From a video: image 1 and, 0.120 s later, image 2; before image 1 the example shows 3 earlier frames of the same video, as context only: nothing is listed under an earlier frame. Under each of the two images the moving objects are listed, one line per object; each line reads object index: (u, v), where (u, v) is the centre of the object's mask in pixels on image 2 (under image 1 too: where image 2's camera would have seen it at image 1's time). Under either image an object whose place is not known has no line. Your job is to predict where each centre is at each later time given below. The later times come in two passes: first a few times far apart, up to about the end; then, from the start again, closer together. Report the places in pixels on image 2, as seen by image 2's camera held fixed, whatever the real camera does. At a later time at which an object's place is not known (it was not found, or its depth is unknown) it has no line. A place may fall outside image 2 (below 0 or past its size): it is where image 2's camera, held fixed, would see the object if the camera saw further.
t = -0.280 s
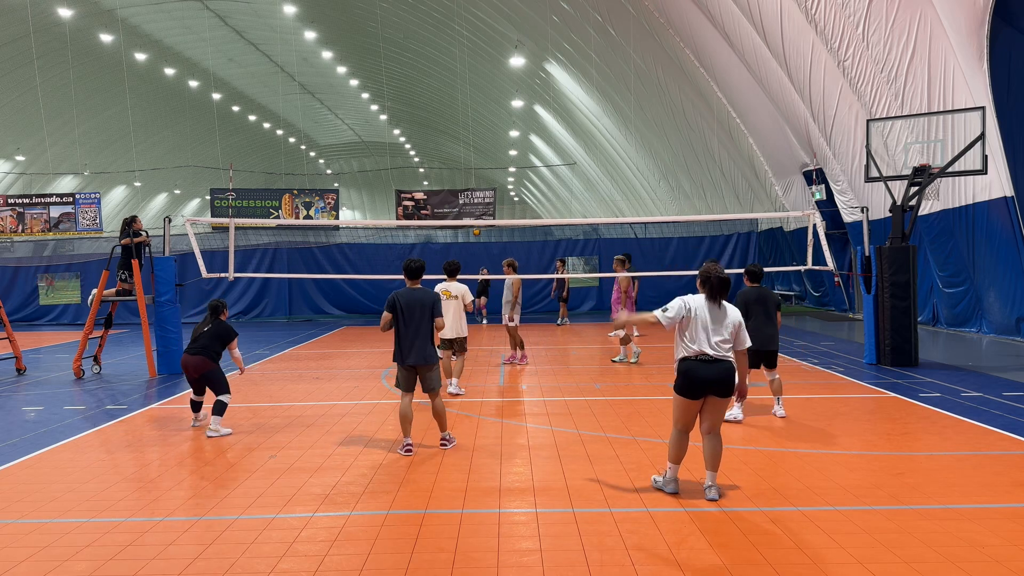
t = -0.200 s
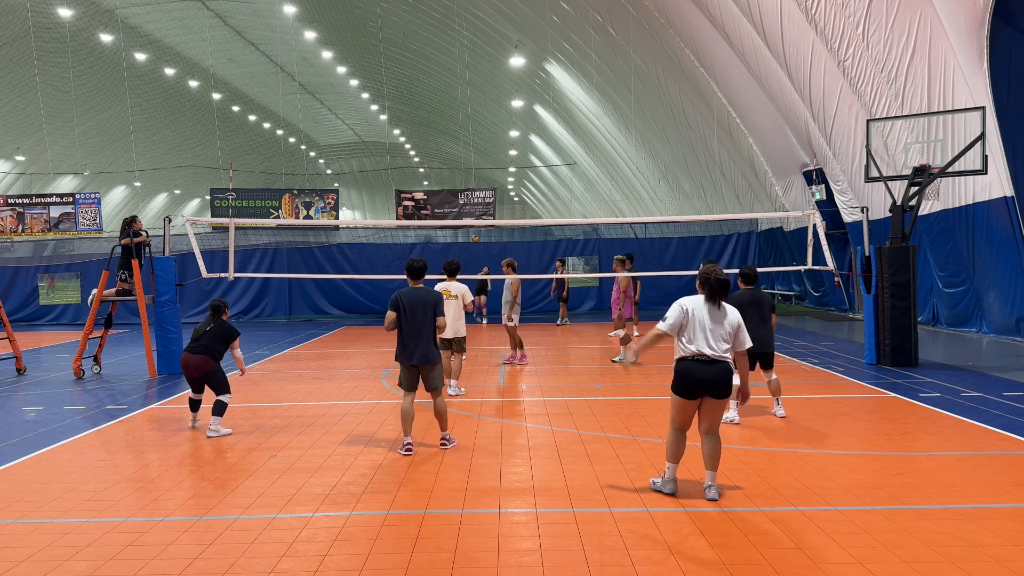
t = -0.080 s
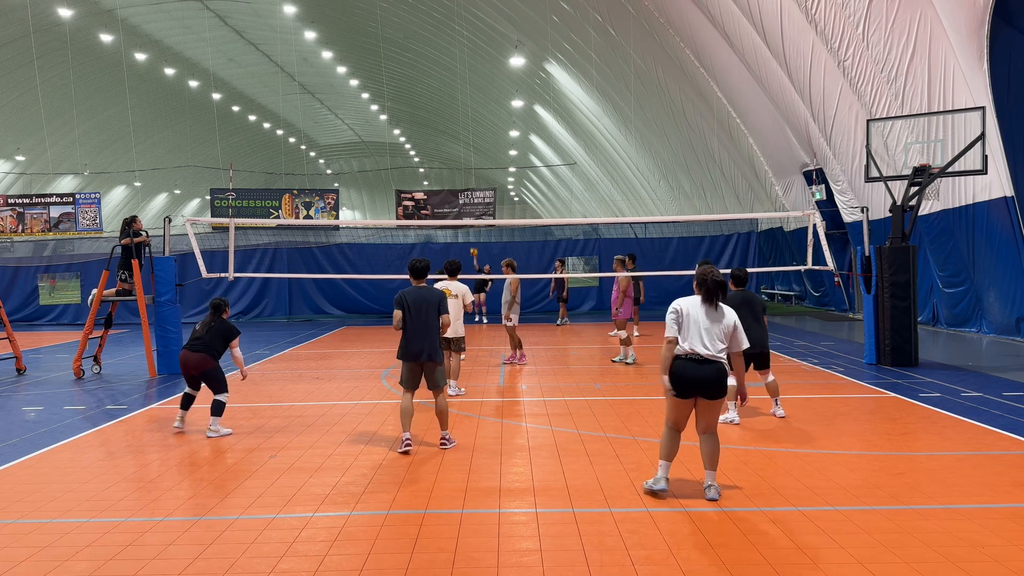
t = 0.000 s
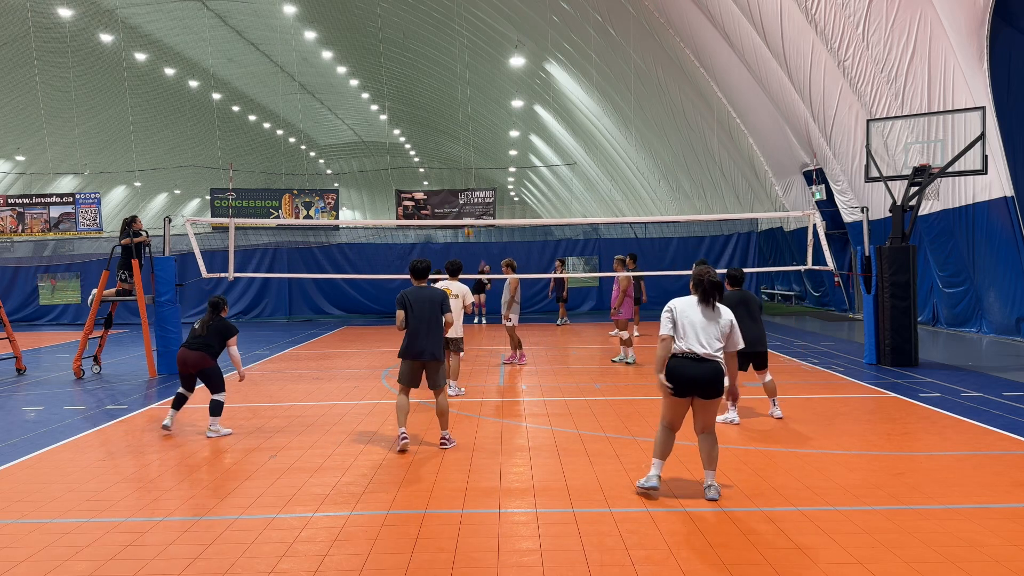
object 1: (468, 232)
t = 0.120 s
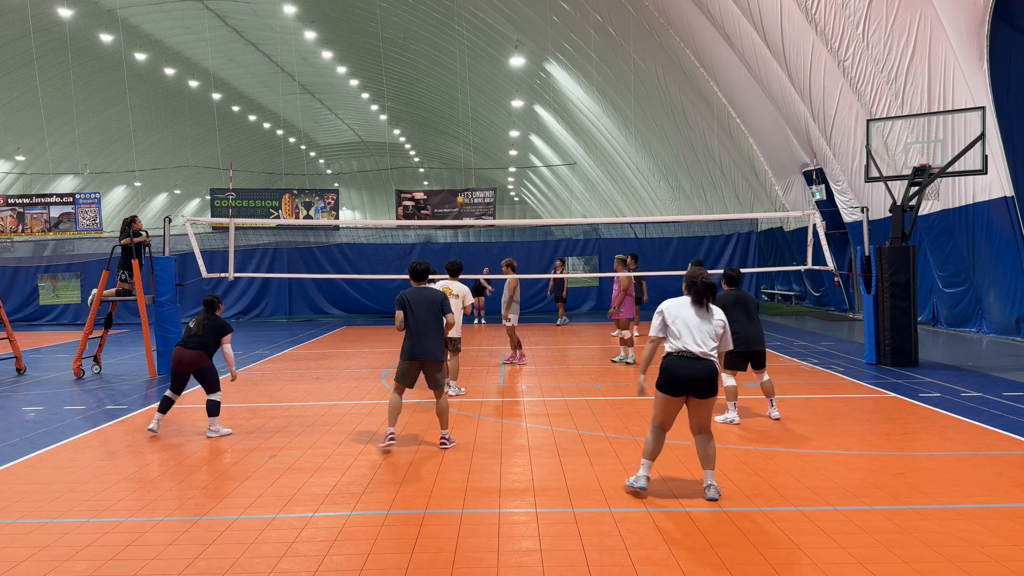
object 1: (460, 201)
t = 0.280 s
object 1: (449, 165)
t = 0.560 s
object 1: (424, 118)
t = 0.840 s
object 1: (392, 118)
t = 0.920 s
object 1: (378, 132)
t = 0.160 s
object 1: (457, 192)
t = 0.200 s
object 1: (455, 183)
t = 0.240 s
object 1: (452, 173)
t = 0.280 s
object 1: (449, 165)
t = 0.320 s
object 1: (445, 157)
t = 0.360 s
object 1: (441, 149)
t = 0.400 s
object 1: (438, 142)
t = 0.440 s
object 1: (434, 135)
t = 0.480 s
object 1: (432, 130)
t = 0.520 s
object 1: (428, 123)
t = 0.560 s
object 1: (424, 118)
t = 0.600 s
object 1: (420, 114)
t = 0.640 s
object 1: (416, 112)
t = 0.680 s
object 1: (411, 110)
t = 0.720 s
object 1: (407, 110)
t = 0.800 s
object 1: (397, 114)
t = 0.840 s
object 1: (392, 118)
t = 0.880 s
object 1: (384, 124)
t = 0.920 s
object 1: (378, 132)
